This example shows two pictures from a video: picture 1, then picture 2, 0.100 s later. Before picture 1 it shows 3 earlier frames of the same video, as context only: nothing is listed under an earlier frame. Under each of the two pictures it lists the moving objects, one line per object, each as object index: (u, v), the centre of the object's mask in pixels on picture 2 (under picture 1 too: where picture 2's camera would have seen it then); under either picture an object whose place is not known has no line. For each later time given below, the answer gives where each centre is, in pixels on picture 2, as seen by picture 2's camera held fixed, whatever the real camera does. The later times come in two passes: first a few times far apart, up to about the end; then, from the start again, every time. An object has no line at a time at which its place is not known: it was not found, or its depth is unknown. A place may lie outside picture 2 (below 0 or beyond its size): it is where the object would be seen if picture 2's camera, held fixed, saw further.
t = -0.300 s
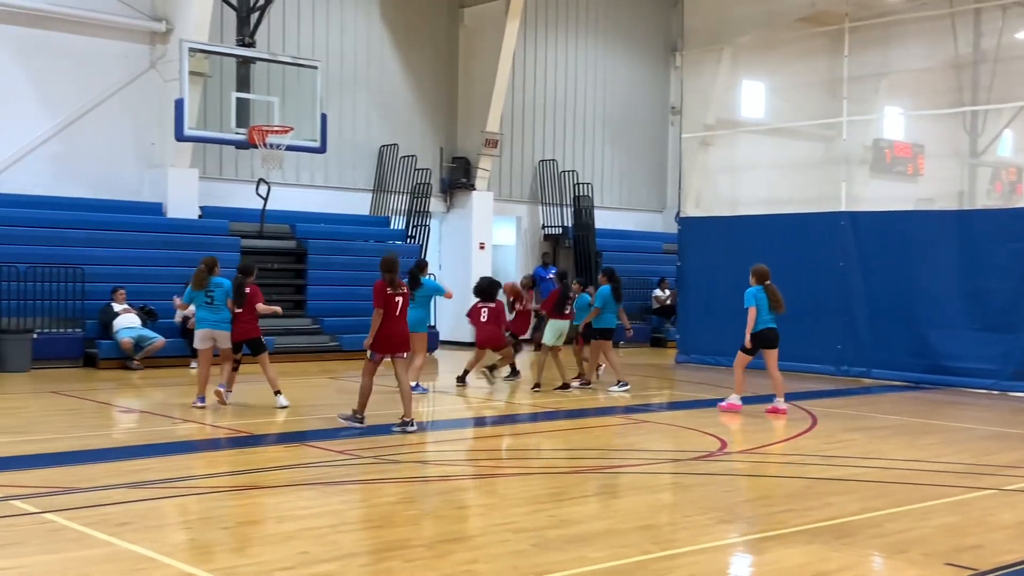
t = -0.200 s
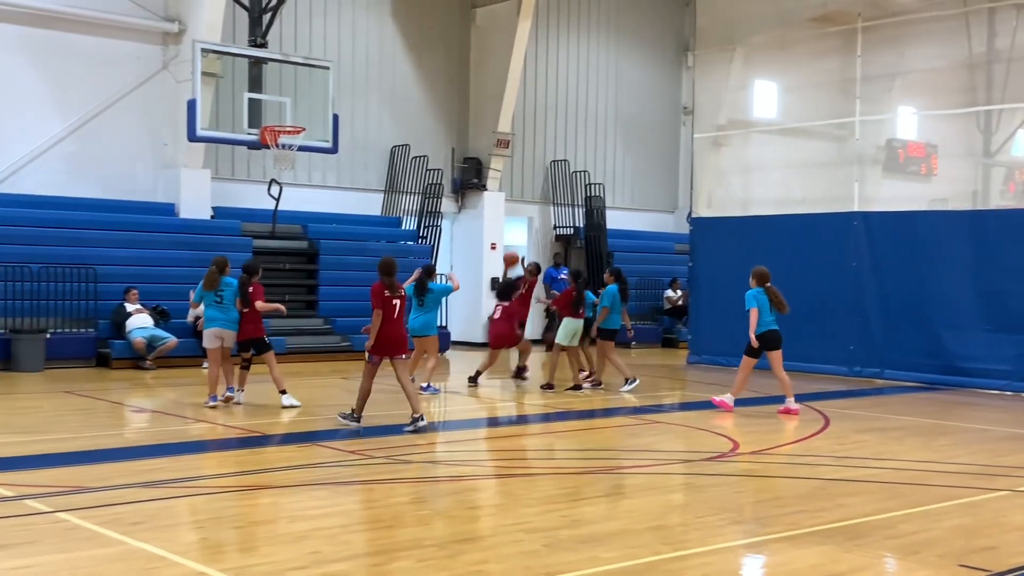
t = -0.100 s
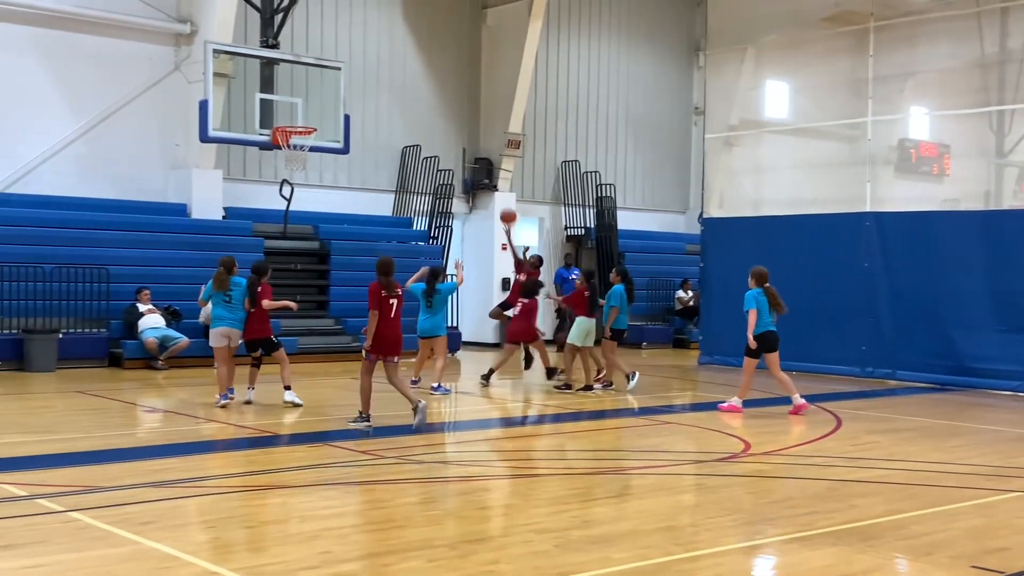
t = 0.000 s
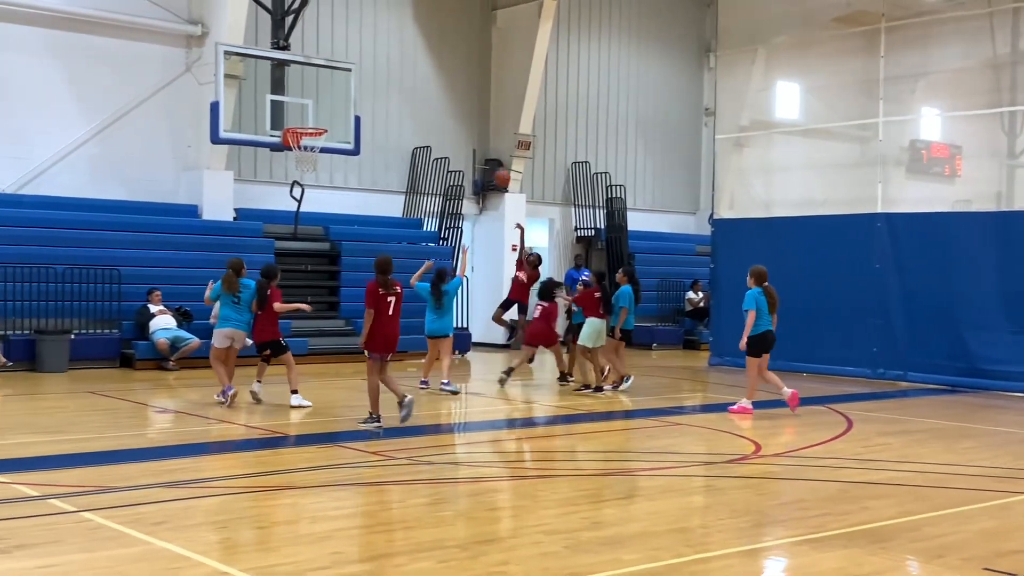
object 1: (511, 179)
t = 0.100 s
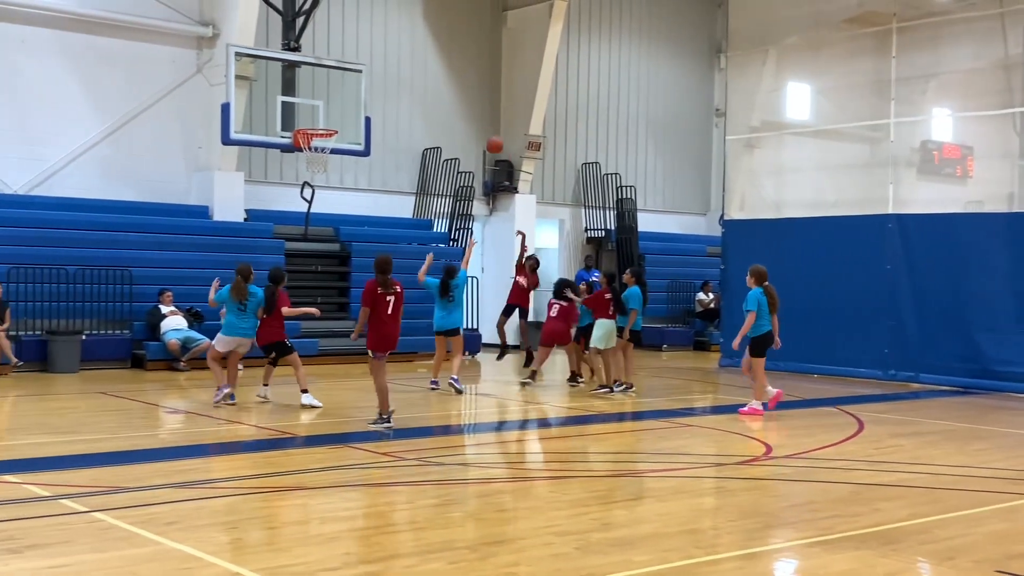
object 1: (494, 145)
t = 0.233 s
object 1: (476, 115)
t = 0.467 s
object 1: (435, 86)
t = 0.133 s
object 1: (489, 135)
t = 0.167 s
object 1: (487, 131)
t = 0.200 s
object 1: (481, 123)
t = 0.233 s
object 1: (476, 115)
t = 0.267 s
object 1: (470, 109)
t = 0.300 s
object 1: (464, 102)
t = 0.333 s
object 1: (458, 97)
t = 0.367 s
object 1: (453, 94)
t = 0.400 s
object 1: (447, 90)
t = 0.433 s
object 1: (441, 88)
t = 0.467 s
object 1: (435, 86)
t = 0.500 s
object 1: (429, 85)
